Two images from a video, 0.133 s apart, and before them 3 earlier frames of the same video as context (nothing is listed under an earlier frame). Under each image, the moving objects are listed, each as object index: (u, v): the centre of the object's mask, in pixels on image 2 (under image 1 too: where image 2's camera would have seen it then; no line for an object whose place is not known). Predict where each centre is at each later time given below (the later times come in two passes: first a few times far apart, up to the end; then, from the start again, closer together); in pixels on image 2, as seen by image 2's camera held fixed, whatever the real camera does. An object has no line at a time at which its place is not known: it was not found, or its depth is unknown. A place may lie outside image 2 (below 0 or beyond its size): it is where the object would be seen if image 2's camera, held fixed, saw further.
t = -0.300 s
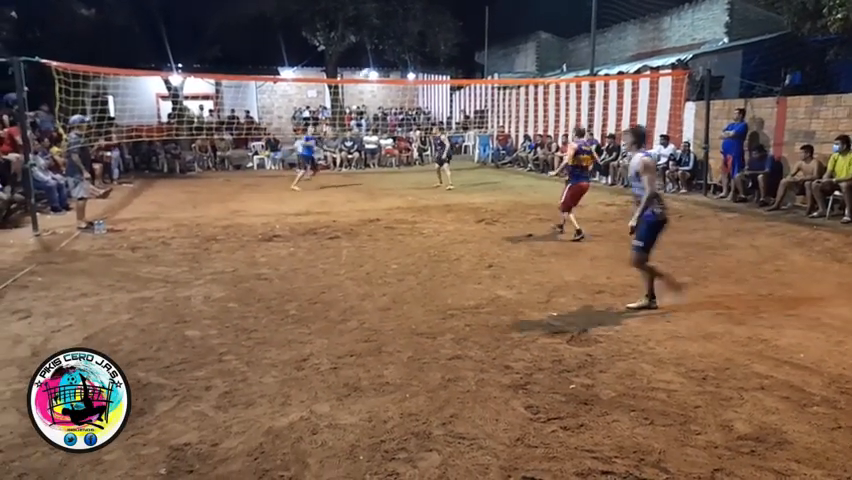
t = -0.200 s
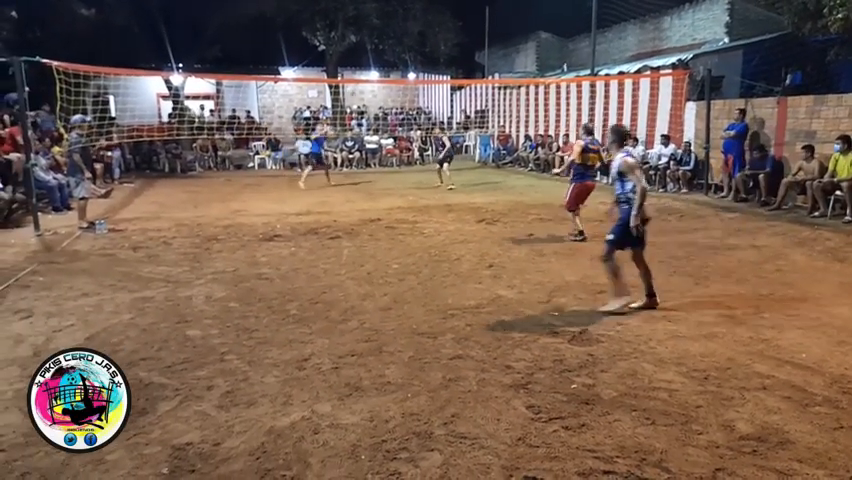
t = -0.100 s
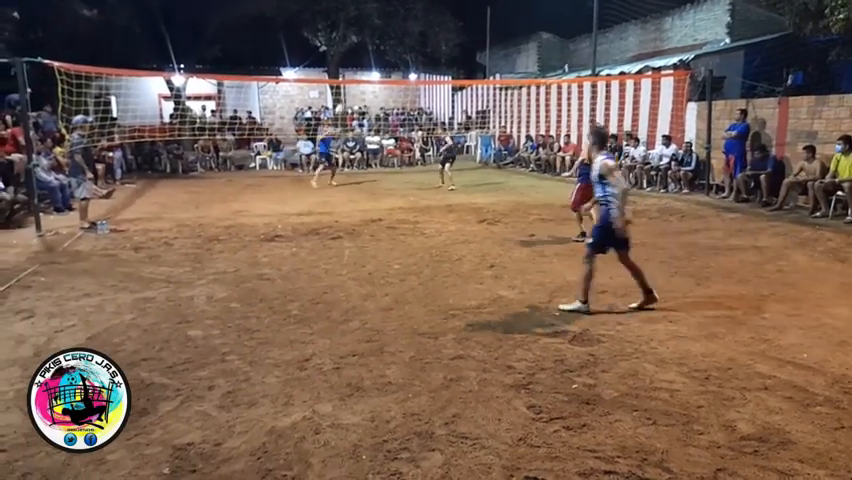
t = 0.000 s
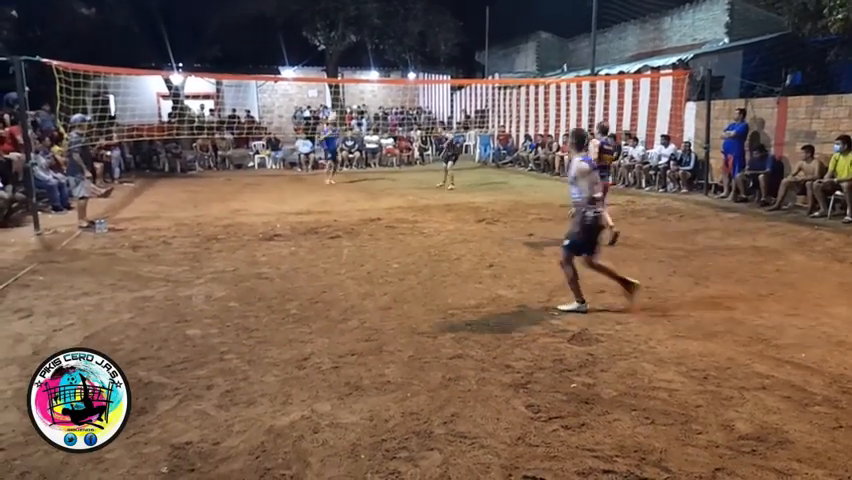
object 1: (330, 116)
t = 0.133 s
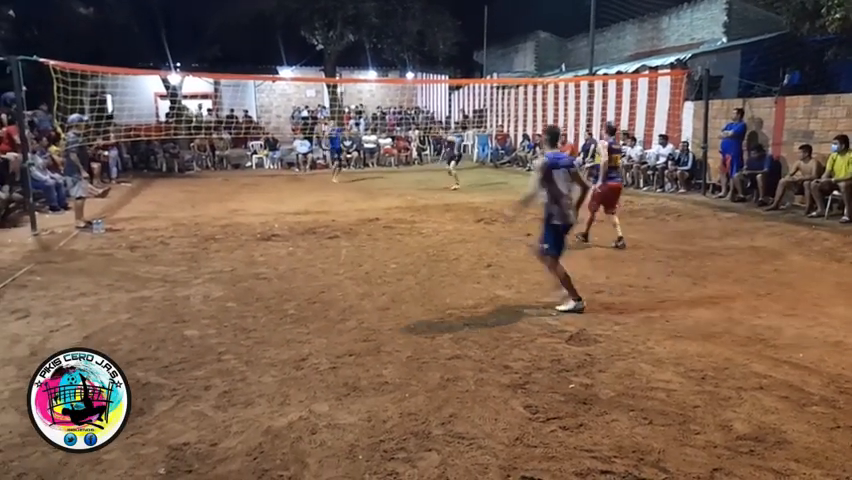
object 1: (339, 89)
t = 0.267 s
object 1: (352, 68)
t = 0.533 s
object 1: (377, 47)
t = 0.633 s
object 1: (387, 46)
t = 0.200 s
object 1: (346, 76)
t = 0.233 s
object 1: (348, 73)
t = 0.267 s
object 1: (352, 68)
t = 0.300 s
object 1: (355, 65)
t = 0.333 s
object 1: (358, 61)
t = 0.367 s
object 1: (361, 58)
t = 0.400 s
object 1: (364, 55)
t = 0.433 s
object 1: (367, 52)
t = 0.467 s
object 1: (370, 50)
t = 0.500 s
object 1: (374, 49)
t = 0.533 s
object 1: (377, 47)
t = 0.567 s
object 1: (381, 47)
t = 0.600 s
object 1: (384, 46)
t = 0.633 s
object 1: (387, 46)
